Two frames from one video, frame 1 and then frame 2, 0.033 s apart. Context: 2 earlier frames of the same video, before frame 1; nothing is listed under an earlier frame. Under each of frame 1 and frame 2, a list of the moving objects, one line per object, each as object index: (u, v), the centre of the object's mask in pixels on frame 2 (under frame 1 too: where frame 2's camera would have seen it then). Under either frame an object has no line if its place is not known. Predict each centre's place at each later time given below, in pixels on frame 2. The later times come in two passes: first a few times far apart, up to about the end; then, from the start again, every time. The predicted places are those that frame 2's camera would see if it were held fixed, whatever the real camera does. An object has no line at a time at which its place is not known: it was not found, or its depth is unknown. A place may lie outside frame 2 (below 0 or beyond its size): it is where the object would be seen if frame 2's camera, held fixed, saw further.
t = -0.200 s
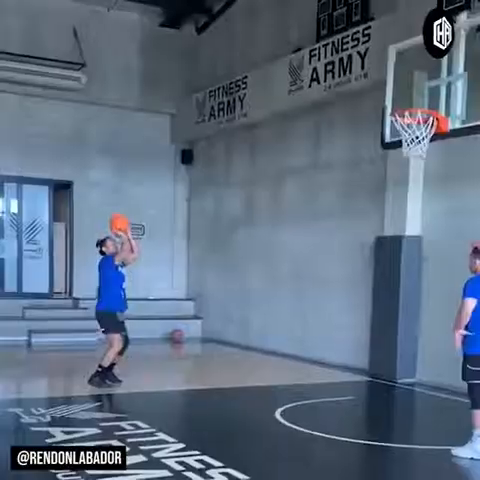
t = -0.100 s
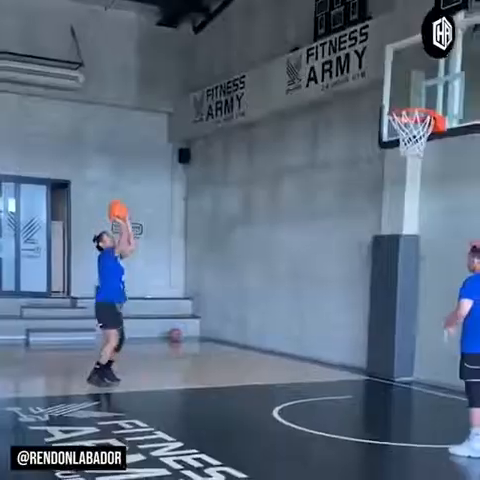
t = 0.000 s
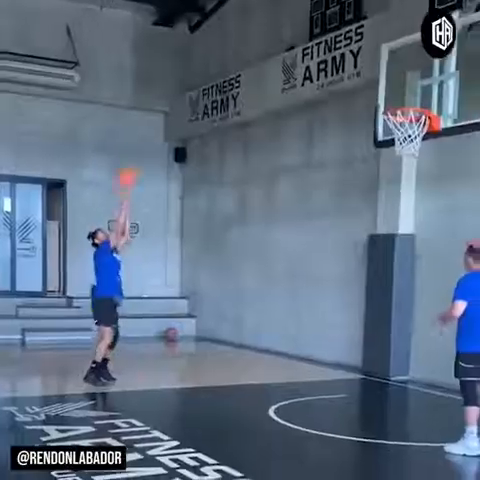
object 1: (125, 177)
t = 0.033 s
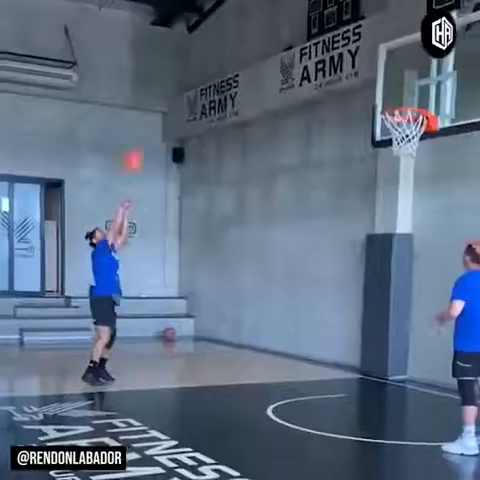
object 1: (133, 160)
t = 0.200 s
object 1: (178, 99)
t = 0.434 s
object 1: (241, 52)
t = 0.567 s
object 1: (279, 43)
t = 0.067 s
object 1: (141, 147)
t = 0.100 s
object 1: (151, 133)
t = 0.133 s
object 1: (161, 121)
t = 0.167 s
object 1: (169, 111)
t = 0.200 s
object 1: (178, 99)
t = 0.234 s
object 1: (186, 90)
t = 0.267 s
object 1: (194, 82)
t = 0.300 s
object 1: (205, 73)
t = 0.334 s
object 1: (214, 67)
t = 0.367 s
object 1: (224, 60)
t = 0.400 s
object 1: (232, 56)
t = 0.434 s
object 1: (241, 52)
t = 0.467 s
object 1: (253, 48)
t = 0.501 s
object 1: (263, 46)
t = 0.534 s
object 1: (271, 44)
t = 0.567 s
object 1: (279, 43)
